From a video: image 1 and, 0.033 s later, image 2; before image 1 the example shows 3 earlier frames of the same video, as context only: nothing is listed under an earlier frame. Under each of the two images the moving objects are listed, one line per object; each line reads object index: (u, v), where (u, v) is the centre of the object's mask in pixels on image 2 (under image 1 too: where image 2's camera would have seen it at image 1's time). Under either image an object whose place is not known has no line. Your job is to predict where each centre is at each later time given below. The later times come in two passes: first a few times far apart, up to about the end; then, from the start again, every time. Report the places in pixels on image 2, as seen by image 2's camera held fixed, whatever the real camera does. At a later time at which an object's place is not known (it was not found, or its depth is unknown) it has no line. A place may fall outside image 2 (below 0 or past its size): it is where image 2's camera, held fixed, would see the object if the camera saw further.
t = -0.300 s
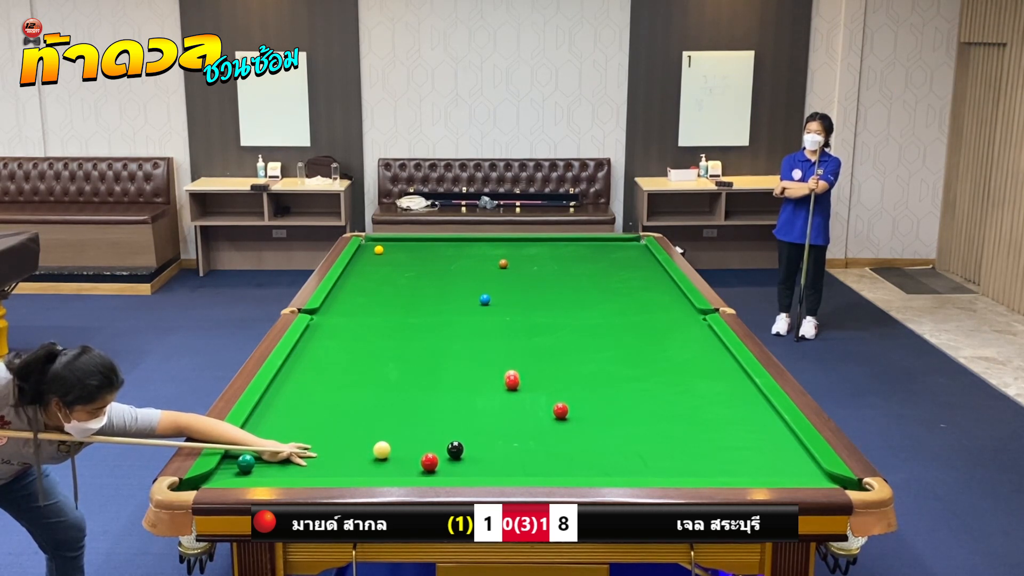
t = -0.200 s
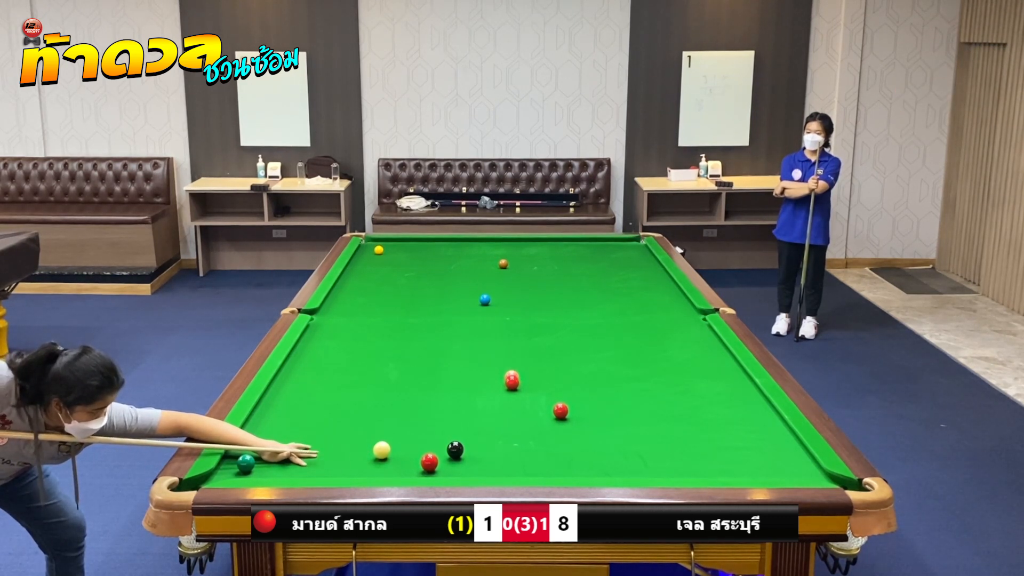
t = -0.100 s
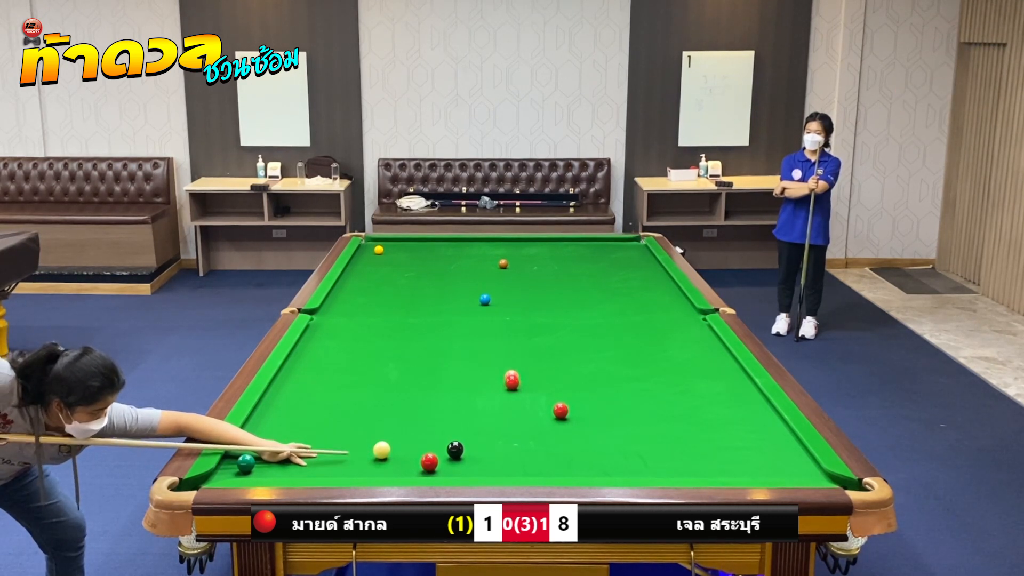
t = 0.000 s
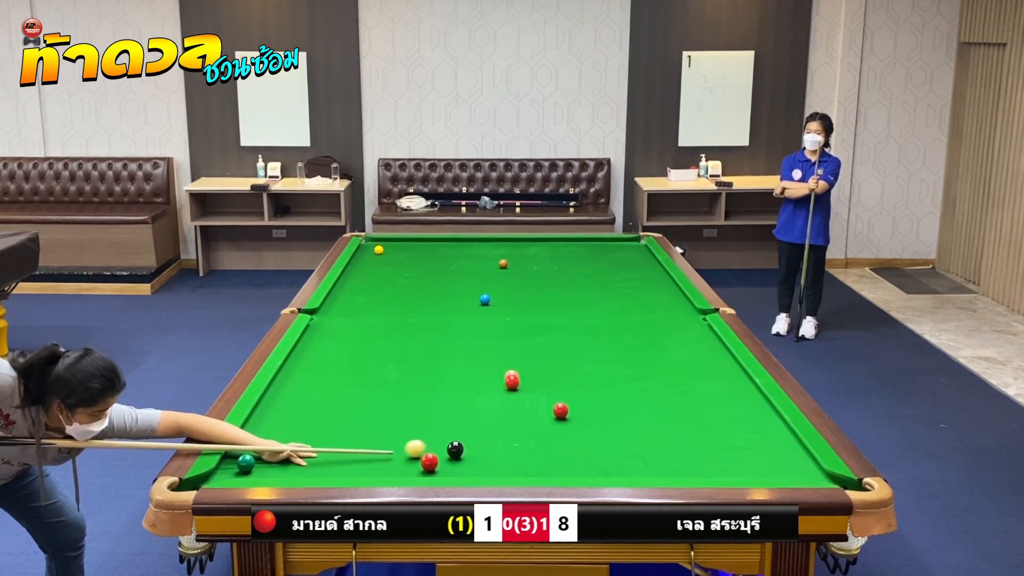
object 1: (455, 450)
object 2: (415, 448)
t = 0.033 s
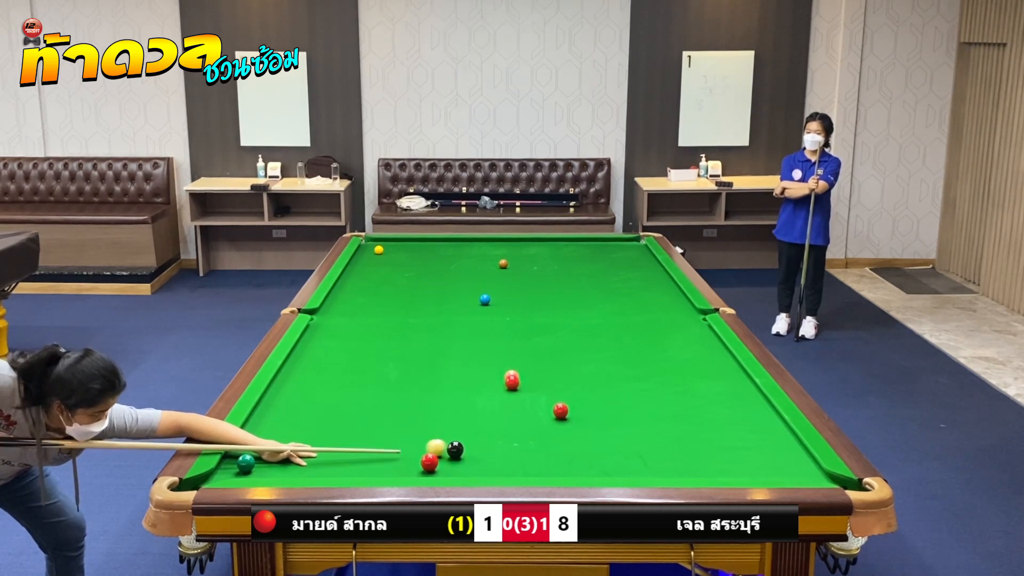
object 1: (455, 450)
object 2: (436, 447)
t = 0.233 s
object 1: (555, 459)
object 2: (441, 438)
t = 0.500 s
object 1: (672, 469)
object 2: (437, 428)
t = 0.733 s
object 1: (776, 474)
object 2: (435, 420)
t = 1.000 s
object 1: (813, 472)
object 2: (432, 413)
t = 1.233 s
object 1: (802, 457)
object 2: (430, 407)
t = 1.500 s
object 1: (785, 442)
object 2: (428, 401)
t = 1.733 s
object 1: (771, 430)
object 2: (426, 396)
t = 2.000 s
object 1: (756, 417)
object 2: (425, 392)
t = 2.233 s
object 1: (744, 408)
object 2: (424, 388)
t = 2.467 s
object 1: (734, 399)
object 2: (423, 385)
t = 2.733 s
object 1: (723, 390)
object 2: (421, 382)
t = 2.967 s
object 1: (714, 383)
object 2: (420, 380)
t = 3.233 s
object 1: (705, 375)
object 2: (419, 378)
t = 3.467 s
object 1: (698, 370)
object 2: (418, 377)
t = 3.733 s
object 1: (690, 364)
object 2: (417, 376)
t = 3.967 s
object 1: (684, 359)
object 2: (417, 376)
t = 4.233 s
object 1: (678, 354)
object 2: (417, 375)
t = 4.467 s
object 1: (674, 351)
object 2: (417, 375)
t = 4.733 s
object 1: (669, 347)
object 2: (417, 375)
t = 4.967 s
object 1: (666, 344)
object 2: (417, 375)
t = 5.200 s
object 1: (663, 341)
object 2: (417, 375)
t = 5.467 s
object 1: (660, 339)
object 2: (417, 375)
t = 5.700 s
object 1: (658, 337)
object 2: (417, 375)
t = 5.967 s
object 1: (655, 336)
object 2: (417, 375)
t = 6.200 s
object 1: (654, 334)
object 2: (417, 375)
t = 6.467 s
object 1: (653, 334)
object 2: (417, 375)
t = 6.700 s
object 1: (652, 333)
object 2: (417, 375)
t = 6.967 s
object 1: (651, 333)
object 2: (417, 375)
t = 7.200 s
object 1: (651, 333)
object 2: (417, 375)
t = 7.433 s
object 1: (651, 333)
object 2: (417, 375)
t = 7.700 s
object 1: (651, 333)
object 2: (417, 375)
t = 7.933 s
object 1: (651, 333)
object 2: (417, 375)
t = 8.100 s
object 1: (651, 333)
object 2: (417, 375)
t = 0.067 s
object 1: (471, 451)
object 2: (440, 446)
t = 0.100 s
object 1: (489, 453)
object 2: (441, 444)
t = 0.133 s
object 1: (506, 455)
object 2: (442, 442)
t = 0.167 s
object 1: (523, 456)
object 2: (442, 441)
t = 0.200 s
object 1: (540, 458)
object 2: (441, 439)
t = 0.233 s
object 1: (555, 459)
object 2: (441, 438)
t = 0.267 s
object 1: (570, 461)
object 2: (441, 437)
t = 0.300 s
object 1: (584, 462)
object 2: (440, 435)
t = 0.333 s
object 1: (599, 464)
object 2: (440, 434)
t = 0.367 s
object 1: (613, 465)
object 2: (439, 433)
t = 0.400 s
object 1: (628, 467)
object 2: (439, 432)
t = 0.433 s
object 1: (643, 467)
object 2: (438, 431)
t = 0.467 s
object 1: (657, 468)
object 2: (438, 429)
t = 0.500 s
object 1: (672, 469)
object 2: (437, 428)
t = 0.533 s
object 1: (687, 470)
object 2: (437, 427)
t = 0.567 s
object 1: (702, 471)
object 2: (437, 426)
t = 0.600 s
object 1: (717, 472)
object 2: (436, 425)
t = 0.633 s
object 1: (732, 473)
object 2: (436, 424)
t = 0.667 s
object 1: (747, 473)
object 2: (435, 423)
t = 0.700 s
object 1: (762, 474)
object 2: (435, 422)
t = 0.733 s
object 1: (776, 474)
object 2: (435, 420)
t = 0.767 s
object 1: (789, 474)
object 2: (434, 419)
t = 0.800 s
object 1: (802, 474)
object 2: (434, 419)
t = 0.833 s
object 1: (815, 474)
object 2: (434, 418)
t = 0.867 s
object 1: (831, 478)
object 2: (433, 416)
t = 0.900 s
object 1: (818, 476)
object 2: (433, 416)
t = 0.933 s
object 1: (815, 475)
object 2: (433, 415)
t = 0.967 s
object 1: (814, 474)
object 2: (432, 414)
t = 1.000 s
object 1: (813, 472)
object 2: (432, 413)
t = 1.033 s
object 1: (812, 470)
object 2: (431, 412)
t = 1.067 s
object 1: (812, 468)
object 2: (431, 411)
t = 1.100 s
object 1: (812, 466)
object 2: (431, 410)
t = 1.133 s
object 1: (809, 464)
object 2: (431, 409)
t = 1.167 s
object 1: (807, 462)
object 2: (430, 408)
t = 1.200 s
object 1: (805, 459)
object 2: (430, 408)
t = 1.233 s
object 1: (802, 457)
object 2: (430, 407)
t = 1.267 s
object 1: (800, 456)
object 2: (429, 406)
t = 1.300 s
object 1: (798, 453)
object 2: (429, 405)
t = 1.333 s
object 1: (796, 451)
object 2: (429, 404)
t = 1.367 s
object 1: (793, 449)
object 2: (429, 404)
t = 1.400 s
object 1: (791, 447)
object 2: (428, 403)
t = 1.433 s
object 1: (789, 446)
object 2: (428, 402)
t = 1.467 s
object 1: (787, 444)
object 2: (428, 401)
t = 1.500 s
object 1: (785, 442)
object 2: (428, 401)
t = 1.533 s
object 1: (783, 440)
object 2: (427, 400)
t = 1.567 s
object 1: (781, 438)
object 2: (427, 399)
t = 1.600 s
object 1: (778, 436)
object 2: (427, 399)
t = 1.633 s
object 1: (777, 435)
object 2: (427, 398)
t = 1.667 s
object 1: (775, 433)
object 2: (426, 398)
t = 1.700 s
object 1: (773, 431)
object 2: (426, 397)
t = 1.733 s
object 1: (771, 430)
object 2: (426, 396)
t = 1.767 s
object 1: (769, 428)
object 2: (426, 396)
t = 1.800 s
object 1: (767, 426)
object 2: (426, 395)
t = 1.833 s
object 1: (765, 425)
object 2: (425, 394)
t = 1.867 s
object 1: (763, 423)
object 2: (425, 394)
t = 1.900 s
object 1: (761, 422)
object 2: (425, 391)
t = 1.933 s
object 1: (759, 420)
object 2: (425, 393)
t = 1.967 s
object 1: (758, 419)
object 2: (425, 392)
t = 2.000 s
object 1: (756, 417)
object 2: (425, 392)
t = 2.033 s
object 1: (754, 416)
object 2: (424, 391)
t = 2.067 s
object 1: (753, 414)
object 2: (424, 390)
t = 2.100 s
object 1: (751, 413)
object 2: (424, 390)
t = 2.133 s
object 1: (749, 412)
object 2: (424, 389)
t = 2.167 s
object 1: (748, 410)
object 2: (424, 389)
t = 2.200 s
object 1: (746, 409)
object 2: (424, 388)
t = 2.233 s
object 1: (744, 408)
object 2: (424, 388)
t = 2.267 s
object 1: (743, 406)
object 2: (423, 388)
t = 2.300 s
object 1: (741, 405)
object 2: (423, 387)
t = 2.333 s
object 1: (740, 404)
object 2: (423, 387)
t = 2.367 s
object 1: (738, 402)
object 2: (423, 386)
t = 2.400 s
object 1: (737, 401)
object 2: (423, 386)
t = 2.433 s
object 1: (735, 400)
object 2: (423, 385)
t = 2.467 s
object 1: (734, 399)
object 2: (423, 385)
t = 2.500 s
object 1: (732, 398)
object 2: (422, 385)
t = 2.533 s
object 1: (731, 397)
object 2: (422, 384)
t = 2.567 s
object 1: (730, 395)
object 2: (422, 384)
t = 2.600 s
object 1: (728, 394)
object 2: (422, 383)
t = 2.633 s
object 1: (727, 393)
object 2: (422, 383)
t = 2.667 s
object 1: (725, 392)
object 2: (422, 383)
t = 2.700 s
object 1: (724, 391)
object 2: (422, 382)
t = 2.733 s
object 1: (723, 390)
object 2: (421, 382)
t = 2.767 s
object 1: (722, 389)
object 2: (421, 382)
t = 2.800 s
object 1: (720, 388)
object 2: (421, 382)
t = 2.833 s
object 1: (719, 387)
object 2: (421, 381)
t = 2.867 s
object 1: (718, 386)
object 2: (421, 381)
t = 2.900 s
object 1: (717, 385)
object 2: (420, 381)
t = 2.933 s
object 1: (716, 384)
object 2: (420, 380)
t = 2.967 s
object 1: (714, 383)
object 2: (420, 380)
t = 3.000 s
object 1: (713, 382)
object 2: (420, 380)
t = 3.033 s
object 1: (712, 381)
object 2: (420, 380)
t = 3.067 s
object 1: (710, 380)
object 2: (420, 379)
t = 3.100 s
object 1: (709, 379)
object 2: (420, 379)
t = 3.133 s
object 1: (708, 378)
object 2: (419, 379)
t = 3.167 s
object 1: (707, 377)
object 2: (419, 379)
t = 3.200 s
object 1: (706, 376)
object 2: (419, 378)
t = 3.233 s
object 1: (705, 375)
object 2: (419, 378)
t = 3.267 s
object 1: (704, 375)
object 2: (419, 378)
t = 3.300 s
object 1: (703, 374)
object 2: (419, 378)
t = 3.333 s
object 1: (702, 373)
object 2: (418, 377)
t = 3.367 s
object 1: (701, 372)
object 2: (418, 377)
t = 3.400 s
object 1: (700, 371)
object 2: (418, 377)
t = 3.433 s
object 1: (699, 371)
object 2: (418, 377)
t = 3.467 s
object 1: (698, 370)
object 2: (418, 377)
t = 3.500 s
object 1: (697, 369)
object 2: (418, 377)
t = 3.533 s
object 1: (696, 368)
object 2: (418, 377)
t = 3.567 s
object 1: (695, 367)
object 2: (418, 377)
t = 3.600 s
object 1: (694, 367)
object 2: (418, 376)
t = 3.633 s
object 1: (693, 366)
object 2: (418, 376)
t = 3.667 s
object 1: (692, 365)
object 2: (417, 376)
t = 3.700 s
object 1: (691, 364)
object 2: (417, 376)
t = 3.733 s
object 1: (690, 364)
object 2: (417, 376)
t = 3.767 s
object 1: (689, 363)
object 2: (417, 376)
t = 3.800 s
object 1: (689, 362)
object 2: (417, 376)
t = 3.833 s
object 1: (688, 362)
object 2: (417, 376)
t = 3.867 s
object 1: (687, 361)
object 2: (417, 376)
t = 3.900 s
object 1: (686, 360)
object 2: (417, 376)
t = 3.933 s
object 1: (685, 360)
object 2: (417, 376)
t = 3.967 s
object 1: (684, 359)
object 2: (417, 376)
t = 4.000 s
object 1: (684, 358)
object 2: (417, 375)
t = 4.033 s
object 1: (683, 358)
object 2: (417, 375)
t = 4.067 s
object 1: (682, 357)
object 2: (417, 375)
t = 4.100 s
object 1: (681, 357)
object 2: (417, 375)
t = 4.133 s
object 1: (681, 356)
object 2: (417, 375)
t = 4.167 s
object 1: (680, 356)
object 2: (417, 375)
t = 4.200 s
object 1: (679, 355)
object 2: (417, 375)
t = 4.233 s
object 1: (678, 354)
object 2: (417, 375)
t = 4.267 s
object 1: (678, 354)
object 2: (417, 375)
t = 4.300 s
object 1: (677, 353)
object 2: (417, 375)
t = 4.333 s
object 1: (676, 353)
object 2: (417, 375)
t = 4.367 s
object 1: (676, 352)
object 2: (417, 375)
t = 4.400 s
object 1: (675, 352)
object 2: (417, 375)
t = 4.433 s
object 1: (674, 351)
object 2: (417, 375)
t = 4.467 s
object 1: (674, 351)
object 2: (417, 375)
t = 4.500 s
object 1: (673, 350)
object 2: (417, 375)
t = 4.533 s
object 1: (673, 350)
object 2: (417, 375)
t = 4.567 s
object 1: (672, 349)
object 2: (417, 375)
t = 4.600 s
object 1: (671, 349)
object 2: (417, 375)
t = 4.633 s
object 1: (671, 348)
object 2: (417, 375)
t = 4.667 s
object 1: (670, 348)
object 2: (417, 375)
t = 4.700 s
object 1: (670, 347)
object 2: (417, 375)
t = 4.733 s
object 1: (669, 347)
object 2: (417, 375)
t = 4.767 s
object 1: (669, 346)
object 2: (417, 375)
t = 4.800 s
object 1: (668, 346)
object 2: (417, 375)
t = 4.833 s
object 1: (668, 346)
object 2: (417, 375)
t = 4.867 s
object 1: (667, 345)
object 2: (417, 375)
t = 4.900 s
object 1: (667, 345)
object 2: (417, 375)
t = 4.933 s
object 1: (666, 344)
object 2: (417, 375)
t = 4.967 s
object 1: (666, 344)
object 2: (417, 375)
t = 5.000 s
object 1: (665, 344)
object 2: (417, 375)
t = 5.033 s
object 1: (665, 343)
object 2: (417, 375)
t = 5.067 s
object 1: (665, 343)
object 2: (417, 375)
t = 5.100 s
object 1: (664, 342)
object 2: (417, 375)
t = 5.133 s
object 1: (664, 342)
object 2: (417, 375)
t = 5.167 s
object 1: (663, 342)
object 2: (417, 375)
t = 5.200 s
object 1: (663, 341)
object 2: (417, 375)
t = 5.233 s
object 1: (662, 341)
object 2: (417, 375)
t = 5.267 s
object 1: (662, 341)
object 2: (417, 375)
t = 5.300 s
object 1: (662, 340)
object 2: (417, 375)
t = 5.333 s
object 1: (661, 340)
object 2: (417, 375)
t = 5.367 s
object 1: (661, 340)
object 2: (417, 375)
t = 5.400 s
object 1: (661, 340)
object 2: (417, 375)
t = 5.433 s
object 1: (660, 339)
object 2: (417, 375)
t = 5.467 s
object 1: (660, 339)
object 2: (417, 375)
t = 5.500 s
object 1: (660, 339)
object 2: (417, 375)
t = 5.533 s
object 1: (659, 339)
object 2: (417, 375)
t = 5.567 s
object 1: (659, 338)
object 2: (417, 375)
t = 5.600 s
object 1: (659, 338)
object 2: (417, 375)
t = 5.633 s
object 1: (658, 338)
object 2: (417, 375)
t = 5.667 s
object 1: (658, 338)
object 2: (417, 375)
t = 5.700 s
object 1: (658, 337)
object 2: (417, 375)
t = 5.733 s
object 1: (657, 337)
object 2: (417, 375)
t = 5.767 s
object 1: (657, 337)
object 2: (417, 375)
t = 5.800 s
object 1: (657, 336)
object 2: (417, 375)
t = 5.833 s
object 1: (656, 336)
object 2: (417, 375)
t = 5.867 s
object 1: (656, 336)
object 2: (417, 375)
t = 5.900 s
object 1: (656, 336)
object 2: (417, 375)
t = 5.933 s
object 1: (656, 336)
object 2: (417, 375)
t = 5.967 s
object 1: (655, 336)
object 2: (417, 375)
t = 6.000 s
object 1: (655, 335)
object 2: (417, 375)
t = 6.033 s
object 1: (655, 335)
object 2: (417, 375)
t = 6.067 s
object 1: (655, 335)
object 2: (417, 375)
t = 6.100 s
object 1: (655, 335)
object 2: (417, 375)
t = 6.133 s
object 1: (654, 335)
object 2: (417, 375)
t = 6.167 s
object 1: (654, 334)
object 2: (417, 375)
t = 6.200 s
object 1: (654, 334)
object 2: (417, 375)
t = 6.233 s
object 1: (654, 334)
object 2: (417, 375)
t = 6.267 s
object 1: (654, 334)
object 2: (417, 375)
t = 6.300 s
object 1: (653, 334)
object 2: (417, 375)
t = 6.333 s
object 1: (653, 334)
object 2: (417, 375)
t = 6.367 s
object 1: (653, 334)
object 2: (417, 375)
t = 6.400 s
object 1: (653, 334)
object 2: (417, 375)
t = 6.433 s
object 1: (653, 334)
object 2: (417, 375)
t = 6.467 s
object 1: (653, 334)
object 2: (417, 375)
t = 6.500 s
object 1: (652, 333)
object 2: (417, 375)
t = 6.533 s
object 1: (652, 333)
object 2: (417, 375)
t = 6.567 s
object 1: (652, 333)
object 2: (417, 375)
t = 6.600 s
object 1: (652, 333)
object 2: (417, 375)
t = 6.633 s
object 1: (652, 333)
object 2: (417, 375)
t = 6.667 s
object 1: (652, 333)
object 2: (417, 375)
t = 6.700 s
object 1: (652, 333)
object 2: (417, 375)
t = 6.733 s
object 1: (652, 333)
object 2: (417, 375)
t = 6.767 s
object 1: (651, 333)
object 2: (417, 375)
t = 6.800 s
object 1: (651, 333)
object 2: (417, 375)
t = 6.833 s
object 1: (651, 333)
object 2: (417, 375)
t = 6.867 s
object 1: (651, 333)
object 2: (417, 375)
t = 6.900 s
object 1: (651, 333)
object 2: (417, 375)
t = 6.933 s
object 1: (651, 333)
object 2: (417, 375)
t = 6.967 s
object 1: (651, 333)
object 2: (417, 375)
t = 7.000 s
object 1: (651, 333)
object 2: (417, 375)
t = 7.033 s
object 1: (651, 333)
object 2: (417, 375)
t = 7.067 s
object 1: (651, 333)
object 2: (417, 375)
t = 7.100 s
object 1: (651, 333)
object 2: (417, 375)
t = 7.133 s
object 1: (651, 333)
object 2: (417, 375)
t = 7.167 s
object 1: (651, 333)
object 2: (417, 375)
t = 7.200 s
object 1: (651, 333)
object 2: (417, 375)
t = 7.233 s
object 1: (651, 333)
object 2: (417, 375)
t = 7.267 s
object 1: (651, 333)
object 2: (417, 375)
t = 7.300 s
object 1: (651, 333)
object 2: (417, 375)
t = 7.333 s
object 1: (651, 333)
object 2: (417, 375)
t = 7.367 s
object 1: (651, 333)
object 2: (417, 375)
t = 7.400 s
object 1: (651, 333)
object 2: (417, 375)
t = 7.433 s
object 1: (651, 333)
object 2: (417, 375)
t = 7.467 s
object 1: (651, 333)
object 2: (417, 375)
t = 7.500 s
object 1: (651, 333)
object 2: (417, 375)
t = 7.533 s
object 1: (651, 333)
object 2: (417, 375)
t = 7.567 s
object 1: (651, 333)
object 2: (417, 375)
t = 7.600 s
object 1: (651, 333)
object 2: (417, 375)
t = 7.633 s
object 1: (651, 333)
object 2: (417, 375)
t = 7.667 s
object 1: (651, 333)
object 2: (417, 375)
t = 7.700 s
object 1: (651, 333)
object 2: (417, 375)
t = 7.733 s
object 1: (651, 333)
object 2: (417, 375)
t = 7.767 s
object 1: (651, 333)
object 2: (417, 375)
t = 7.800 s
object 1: (651, 333)
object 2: (417, 375)
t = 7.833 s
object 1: (651, 333)
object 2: (417, 375)
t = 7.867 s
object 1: (651, 333)
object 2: (417, 375)
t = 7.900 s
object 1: (651, 333)
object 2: (417, 375)
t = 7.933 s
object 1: (651, 333)
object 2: (417, 375)
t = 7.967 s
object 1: (651, 333)
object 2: (417, 375)
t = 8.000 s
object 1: (651, 333)
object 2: (417, 375)
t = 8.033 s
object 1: (651, 333)
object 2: (417, 375)
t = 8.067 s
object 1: (651, 333)
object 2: (417, 375)
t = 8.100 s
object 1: (651, 333)
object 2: (417, 375)
